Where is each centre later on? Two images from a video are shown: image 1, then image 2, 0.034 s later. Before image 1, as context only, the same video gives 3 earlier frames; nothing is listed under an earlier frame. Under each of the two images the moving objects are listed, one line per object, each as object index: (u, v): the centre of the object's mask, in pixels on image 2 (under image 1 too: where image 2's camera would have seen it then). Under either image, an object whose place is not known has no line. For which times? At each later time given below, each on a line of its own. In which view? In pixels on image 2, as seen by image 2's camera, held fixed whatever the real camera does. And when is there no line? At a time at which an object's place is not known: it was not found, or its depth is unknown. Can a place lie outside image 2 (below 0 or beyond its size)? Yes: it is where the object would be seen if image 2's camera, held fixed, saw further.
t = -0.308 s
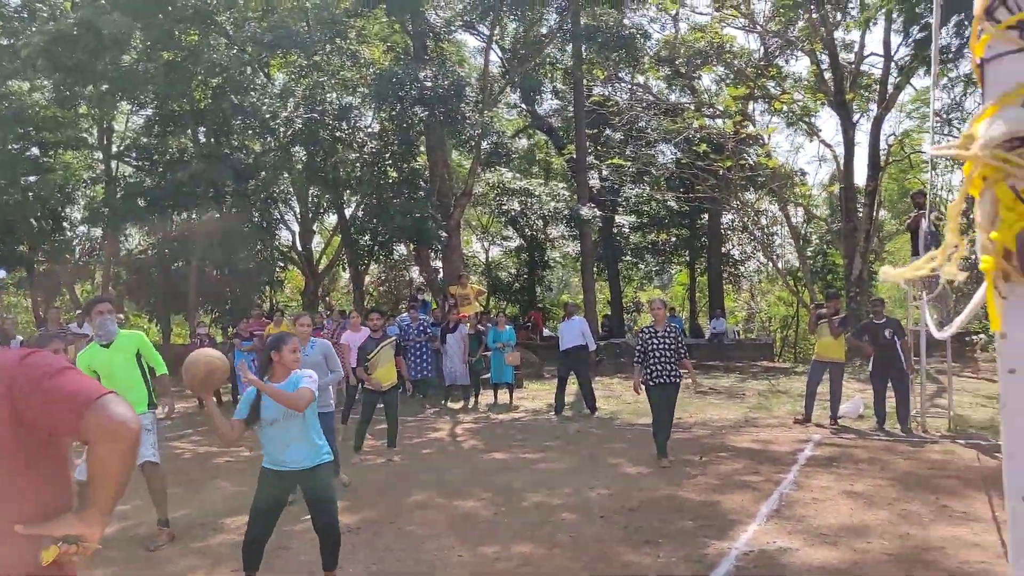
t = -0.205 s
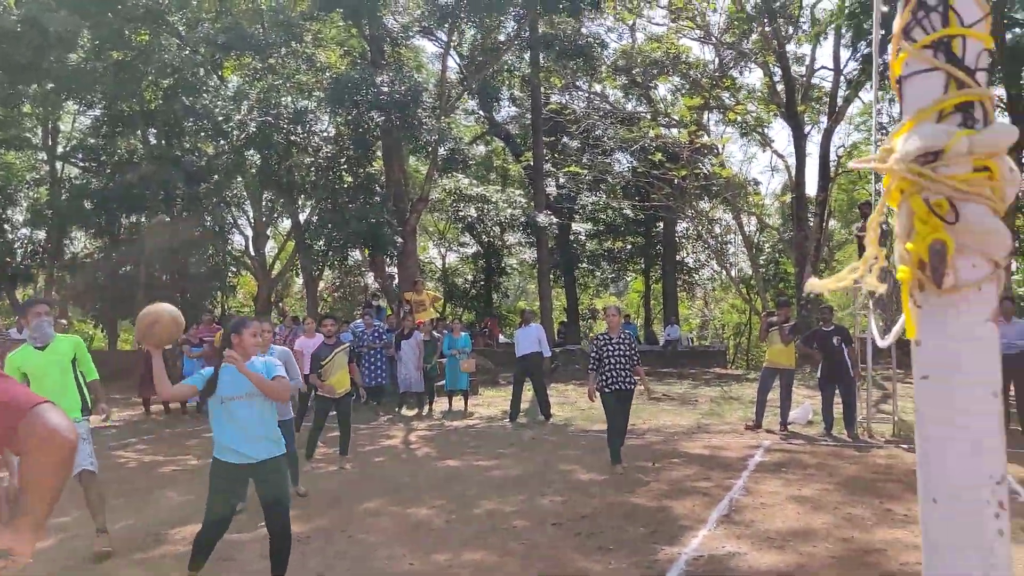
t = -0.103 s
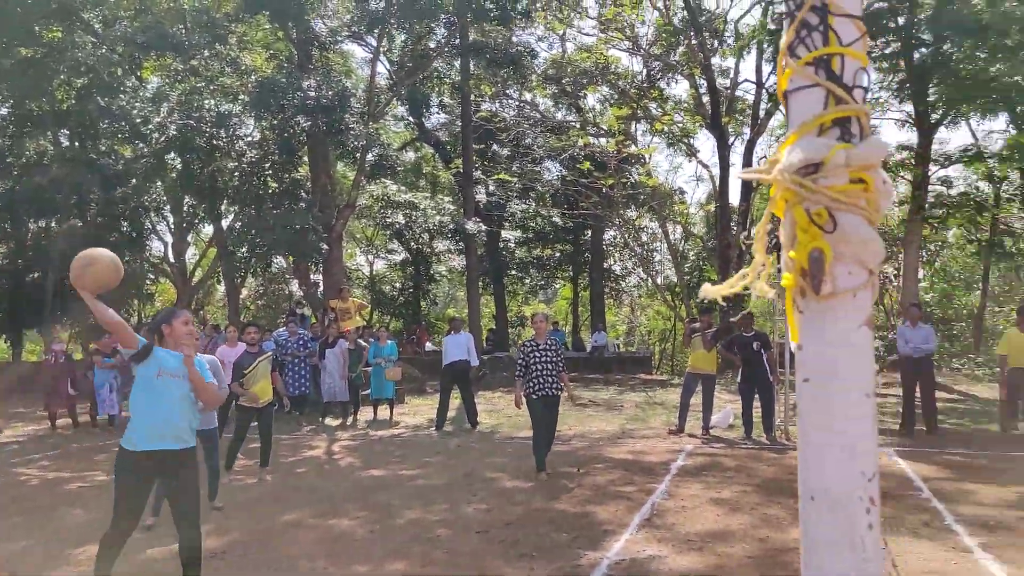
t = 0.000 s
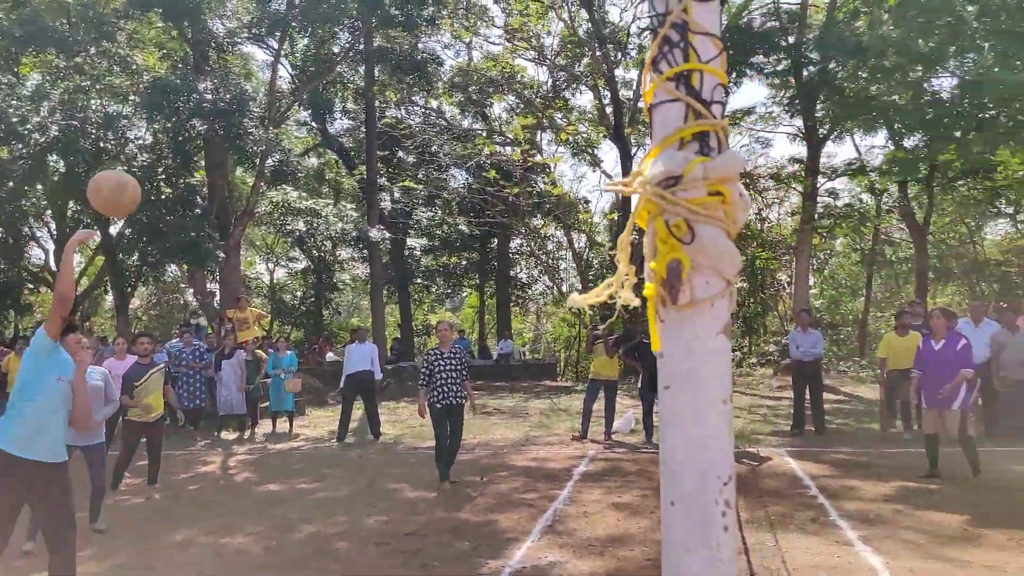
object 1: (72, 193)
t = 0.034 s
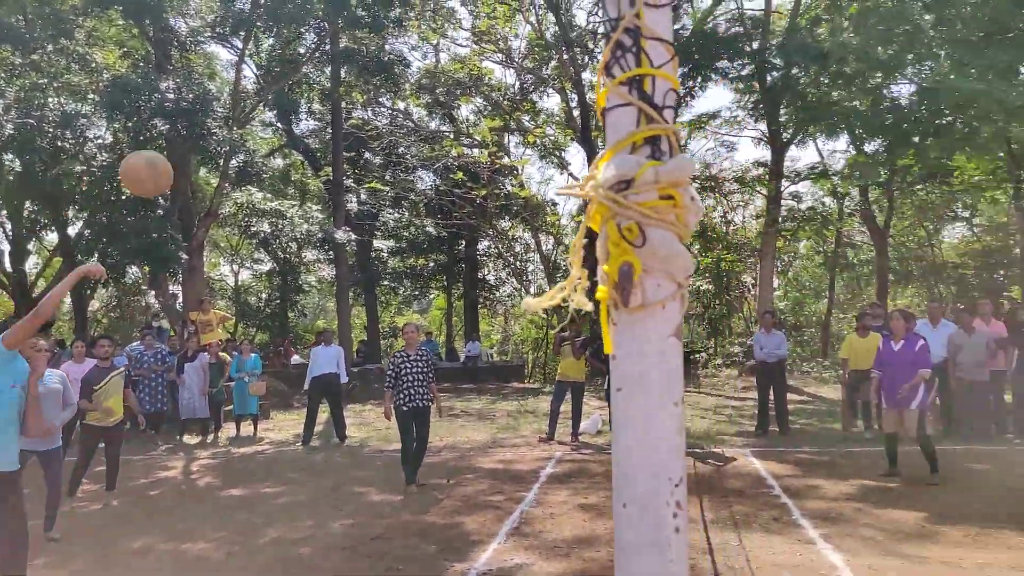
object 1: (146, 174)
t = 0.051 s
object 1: (183, 164)
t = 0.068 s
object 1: (218, 156)
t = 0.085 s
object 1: (256, 147)
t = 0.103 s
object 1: (287, 141)
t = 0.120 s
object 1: (321, 136)
